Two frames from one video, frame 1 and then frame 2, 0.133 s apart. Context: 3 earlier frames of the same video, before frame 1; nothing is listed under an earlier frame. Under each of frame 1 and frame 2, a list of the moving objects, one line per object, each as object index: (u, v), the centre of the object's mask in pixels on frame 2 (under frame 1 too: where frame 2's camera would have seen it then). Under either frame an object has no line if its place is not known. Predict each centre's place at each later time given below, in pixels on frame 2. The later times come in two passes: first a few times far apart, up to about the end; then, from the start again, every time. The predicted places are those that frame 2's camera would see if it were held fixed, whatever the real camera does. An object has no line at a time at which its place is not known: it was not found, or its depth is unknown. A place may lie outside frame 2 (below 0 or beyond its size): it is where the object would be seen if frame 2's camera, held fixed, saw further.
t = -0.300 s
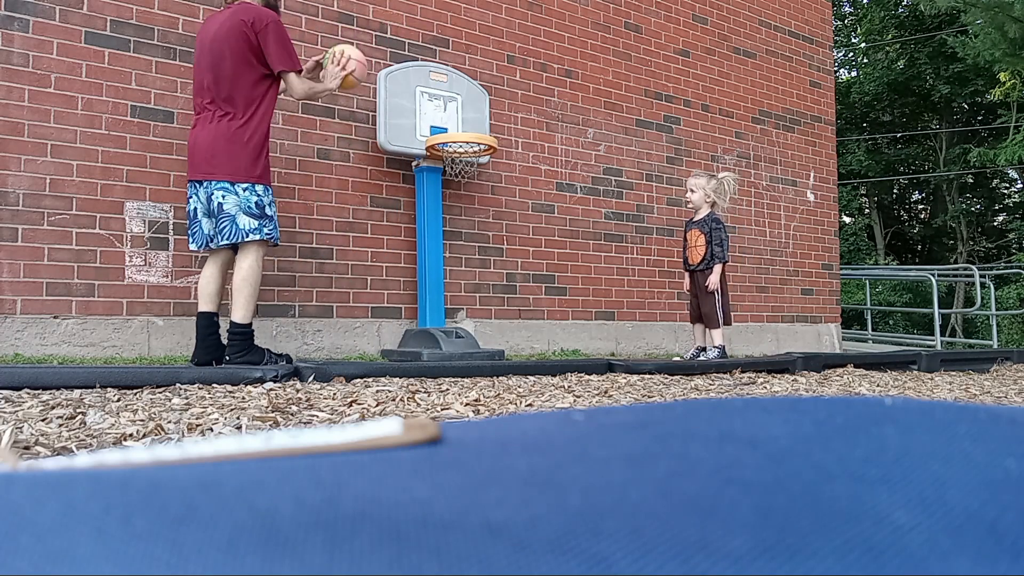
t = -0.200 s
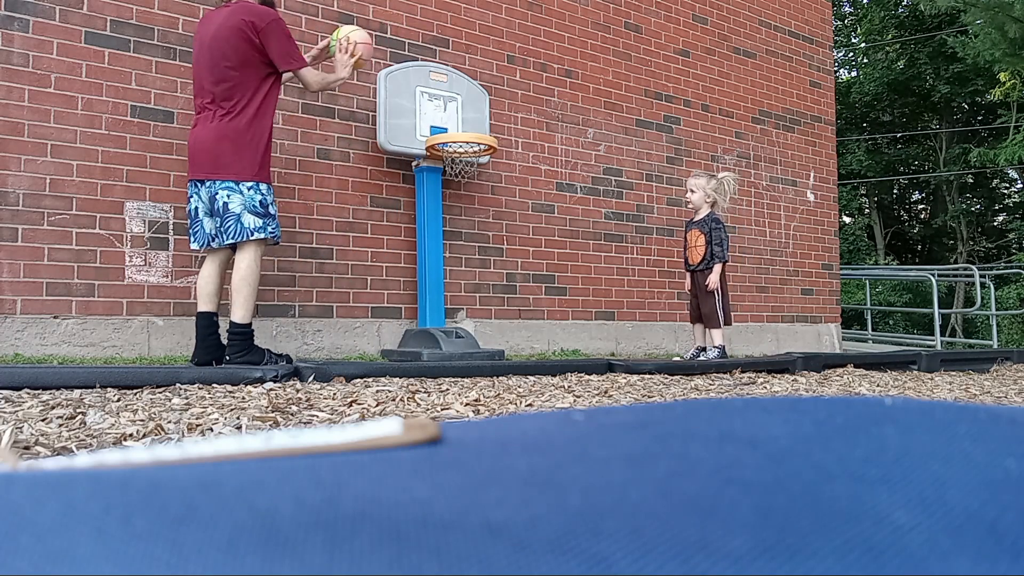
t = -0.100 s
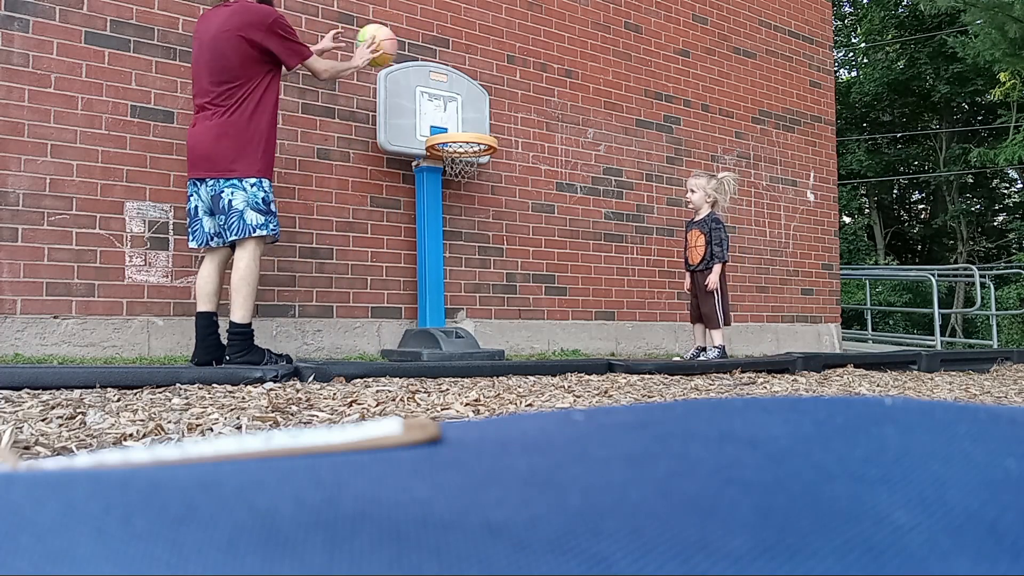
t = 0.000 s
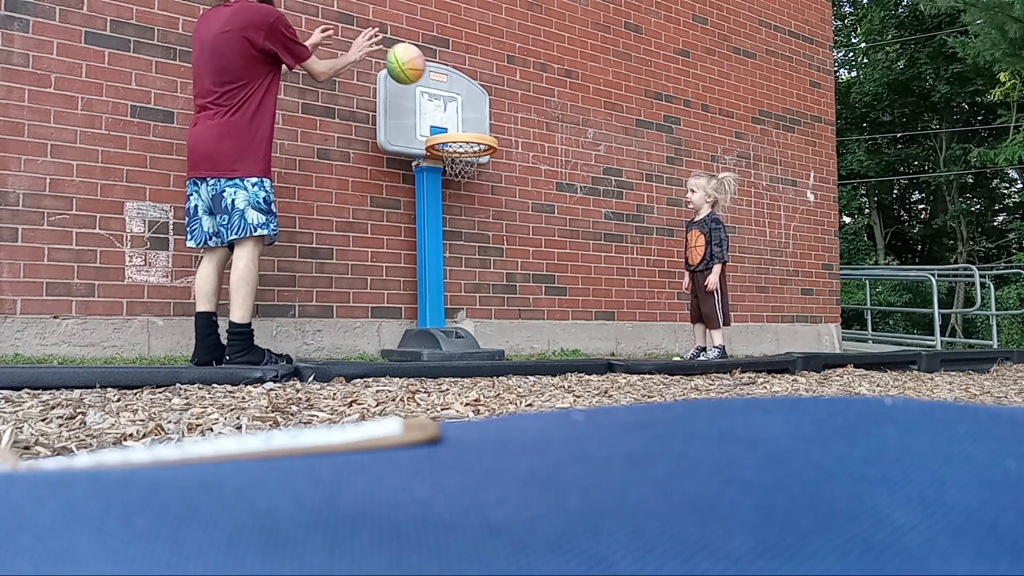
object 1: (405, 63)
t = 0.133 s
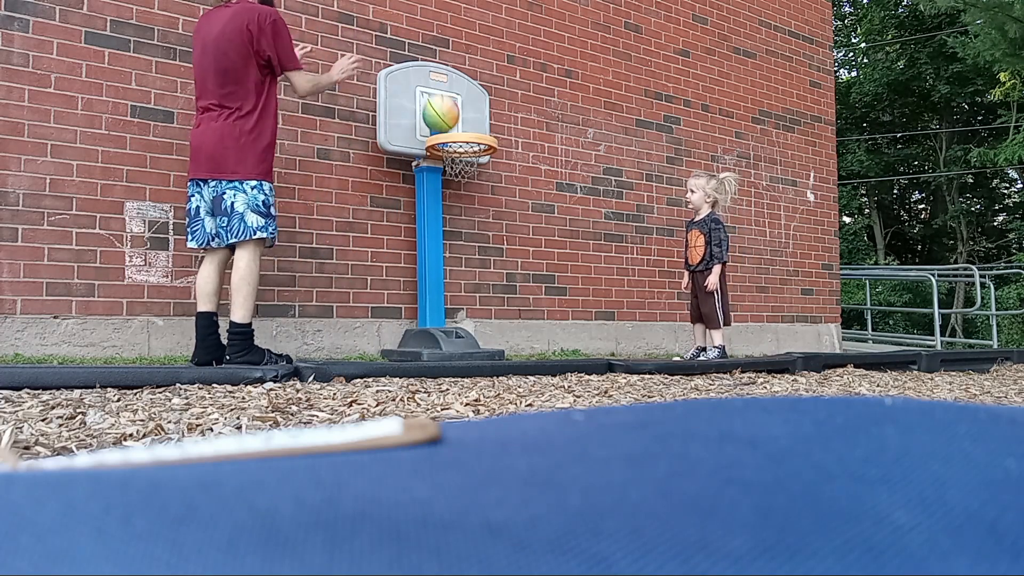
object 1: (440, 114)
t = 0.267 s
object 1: (469, 157)
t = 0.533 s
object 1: (461, 169)
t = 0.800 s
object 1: (472, 274)
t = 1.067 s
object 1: (541, 305)
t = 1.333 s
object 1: (664, 336)
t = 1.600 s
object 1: (817, 351)
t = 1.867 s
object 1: (998, 344)
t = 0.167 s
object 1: (447, 123)
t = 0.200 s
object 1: (457, 152)
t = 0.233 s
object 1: (465, 156)
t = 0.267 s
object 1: (469, 157)
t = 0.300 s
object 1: (466, 156)
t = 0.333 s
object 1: (462, 156)
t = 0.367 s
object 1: (459, 157)
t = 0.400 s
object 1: (457, 158)
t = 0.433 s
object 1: (457, 159)
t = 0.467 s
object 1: (459, 160)
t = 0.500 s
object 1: (460, 163)
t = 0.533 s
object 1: (461, 169)
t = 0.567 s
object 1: (462, 176)
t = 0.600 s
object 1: (464, 184)
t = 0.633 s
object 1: (465, 194)
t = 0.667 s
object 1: (466, 205)
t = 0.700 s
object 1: (467, 220)
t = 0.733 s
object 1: (469, 236)
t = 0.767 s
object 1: (470, 253)
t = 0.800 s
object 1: (472, 274)
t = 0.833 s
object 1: (473, 296)
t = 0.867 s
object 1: (475, 320)
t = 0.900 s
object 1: (480, 332)
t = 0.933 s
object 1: (492, 323)
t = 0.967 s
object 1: (503, 316)
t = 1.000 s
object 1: (515, 311)
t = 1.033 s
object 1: (527, 307)
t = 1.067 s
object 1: (541, 305)
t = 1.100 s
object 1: (555, 305)
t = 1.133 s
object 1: (569, 308)
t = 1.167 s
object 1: (584, 313)
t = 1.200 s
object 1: (600, 321)
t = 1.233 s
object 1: (616, 333)
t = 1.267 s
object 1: (634, 343)
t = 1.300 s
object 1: (649, 342)
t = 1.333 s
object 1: (664, 336)
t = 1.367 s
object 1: (679, 328)
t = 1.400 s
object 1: (696, 323)
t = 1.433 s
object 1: (714, 320)
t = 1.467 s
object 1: (732, 319)
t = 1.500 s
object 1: (752, 322)
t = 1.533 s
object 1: (773, 328)
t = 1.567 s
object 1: (795, 338)
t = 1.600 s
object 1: (817, 351)
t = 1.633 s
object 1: (839, 363)
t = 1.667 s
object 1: (860, 353)
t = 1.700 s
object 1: (881, 344)
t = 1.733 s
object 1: (903, 338)
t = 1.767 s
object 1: (928, 334)
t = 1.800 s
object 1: (953, 334)
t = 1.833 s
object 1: (980, 337)
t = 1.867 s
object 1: (998, 344)
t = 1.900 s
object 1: (1012, 354)
